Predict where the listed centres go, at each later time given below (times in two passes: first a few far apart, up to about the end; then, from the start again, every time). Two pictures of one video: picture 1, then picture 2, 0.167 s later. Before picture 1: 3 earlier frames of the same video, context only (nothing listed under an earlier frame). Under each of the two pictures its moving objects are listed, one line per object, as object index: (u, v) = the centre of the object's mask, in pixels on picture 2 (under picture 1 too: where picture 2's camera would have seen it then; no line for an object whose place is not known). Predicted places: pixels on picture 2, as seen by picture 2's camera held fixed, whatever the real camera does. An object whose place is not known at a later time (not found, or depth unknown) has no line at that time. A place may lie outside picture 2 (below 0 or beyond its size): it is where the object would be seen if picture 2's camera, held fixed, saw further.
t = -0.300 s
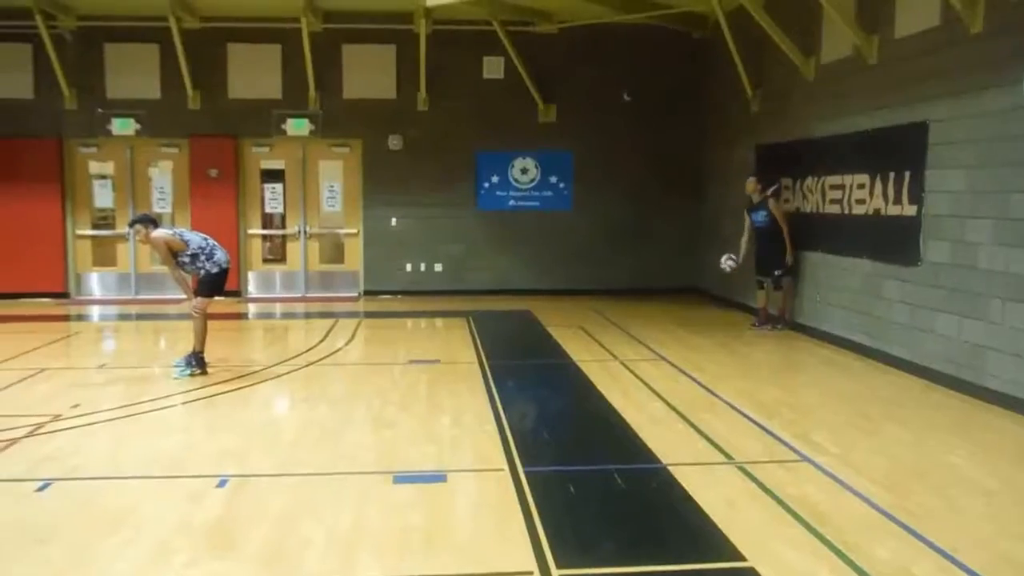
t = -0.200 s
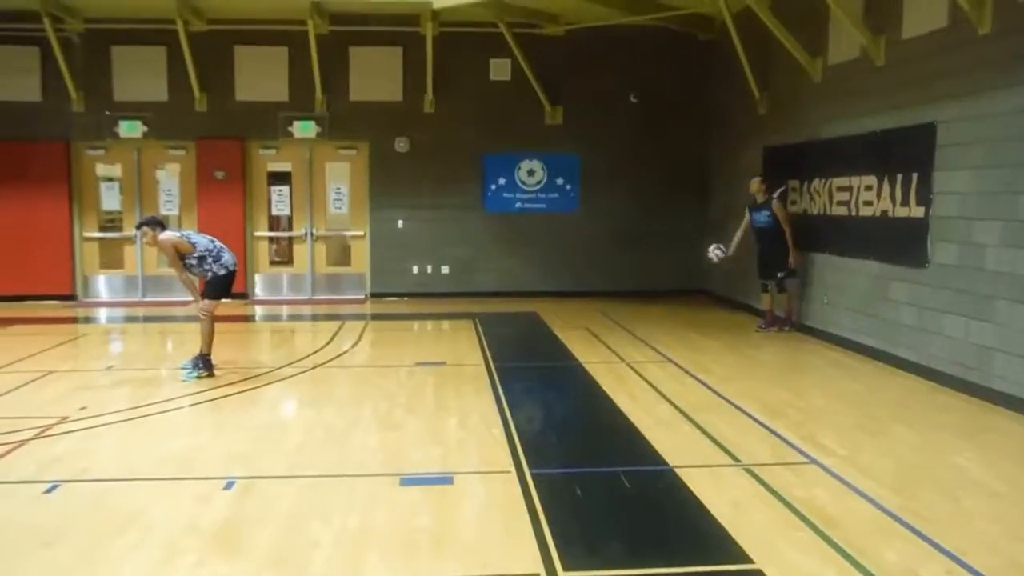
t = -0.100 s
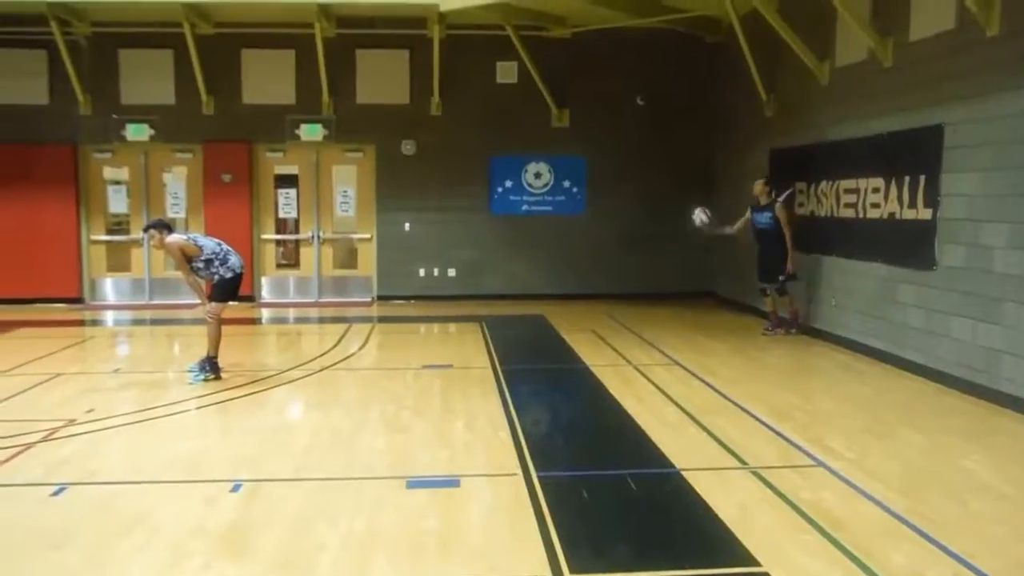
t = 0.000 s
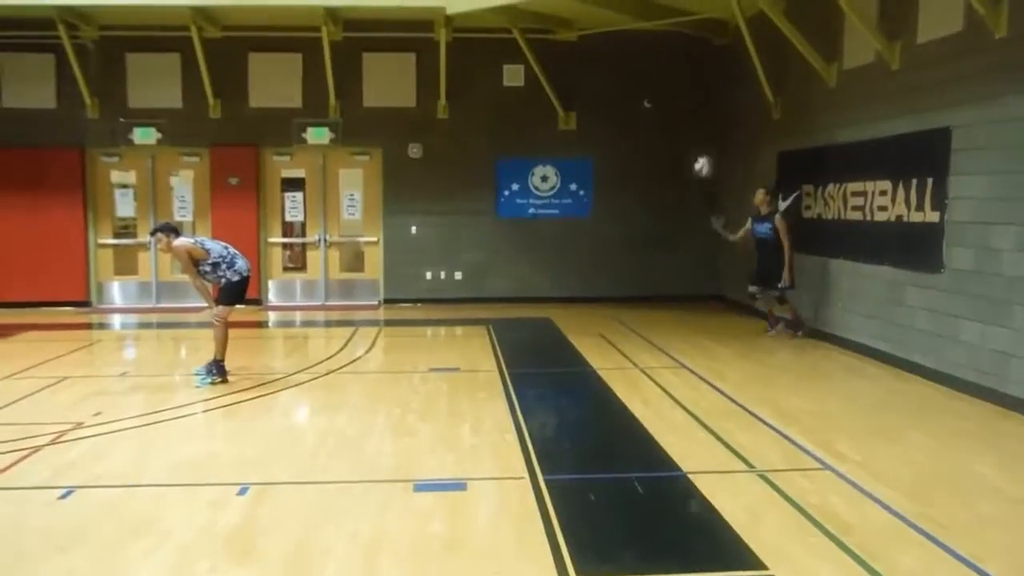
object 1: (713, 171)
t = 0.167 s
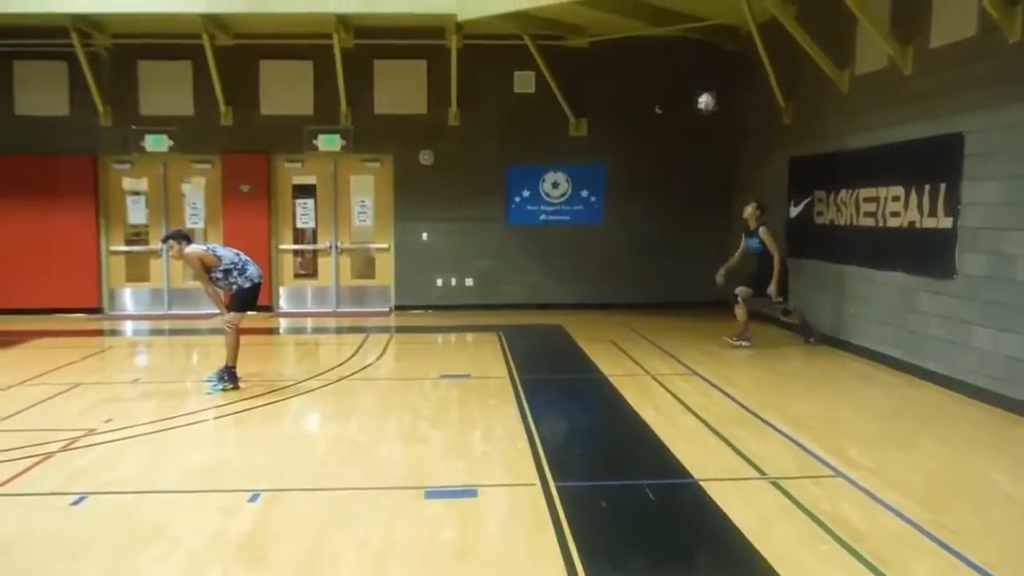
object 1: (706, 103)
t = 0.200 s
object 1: (704, 91)
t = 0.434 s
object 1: (690, 40)
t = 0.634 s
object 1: (680, 35)
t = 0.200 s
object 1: (704, 91)
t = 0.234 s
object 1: (701, 80)
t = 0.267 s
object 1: (699, 71)
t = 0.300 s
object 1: (697, 62)
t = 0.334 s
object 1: (695, 55)
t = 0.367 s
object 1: (693, 49)
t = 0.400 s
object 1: (692, 44)
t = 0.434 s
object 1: (690, 40)
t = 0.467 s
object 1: (688, 36)
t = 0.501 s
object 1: (686, 35)
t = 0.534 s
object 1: (685, 33)
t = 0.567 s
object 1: (684, 33)
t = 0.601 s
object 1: (681, 34)
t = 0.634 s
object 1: (680, 35)
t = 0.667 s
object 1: (679, 38)
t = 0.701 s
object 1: (677, 41)
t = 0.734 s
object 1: (677, 45)
